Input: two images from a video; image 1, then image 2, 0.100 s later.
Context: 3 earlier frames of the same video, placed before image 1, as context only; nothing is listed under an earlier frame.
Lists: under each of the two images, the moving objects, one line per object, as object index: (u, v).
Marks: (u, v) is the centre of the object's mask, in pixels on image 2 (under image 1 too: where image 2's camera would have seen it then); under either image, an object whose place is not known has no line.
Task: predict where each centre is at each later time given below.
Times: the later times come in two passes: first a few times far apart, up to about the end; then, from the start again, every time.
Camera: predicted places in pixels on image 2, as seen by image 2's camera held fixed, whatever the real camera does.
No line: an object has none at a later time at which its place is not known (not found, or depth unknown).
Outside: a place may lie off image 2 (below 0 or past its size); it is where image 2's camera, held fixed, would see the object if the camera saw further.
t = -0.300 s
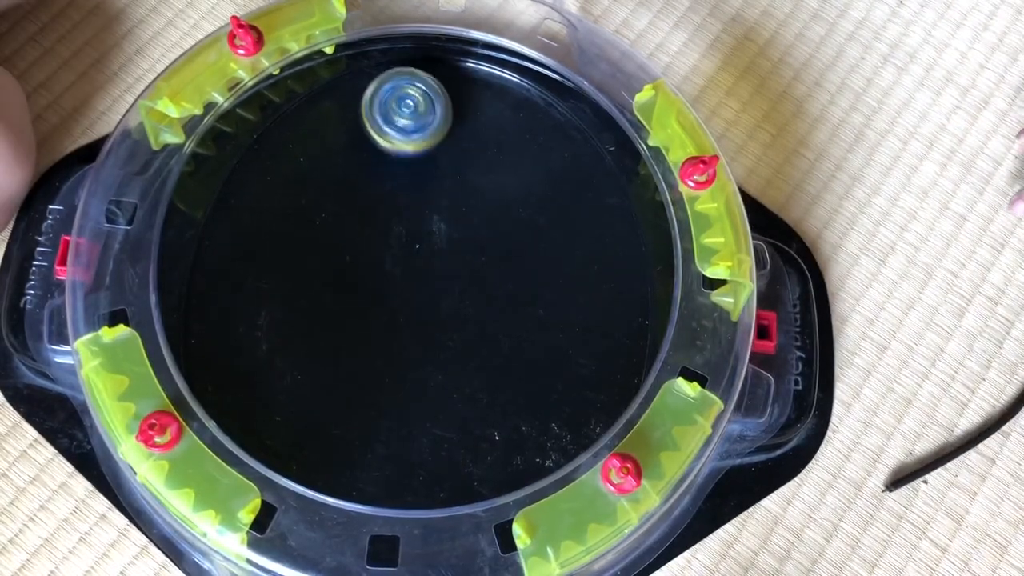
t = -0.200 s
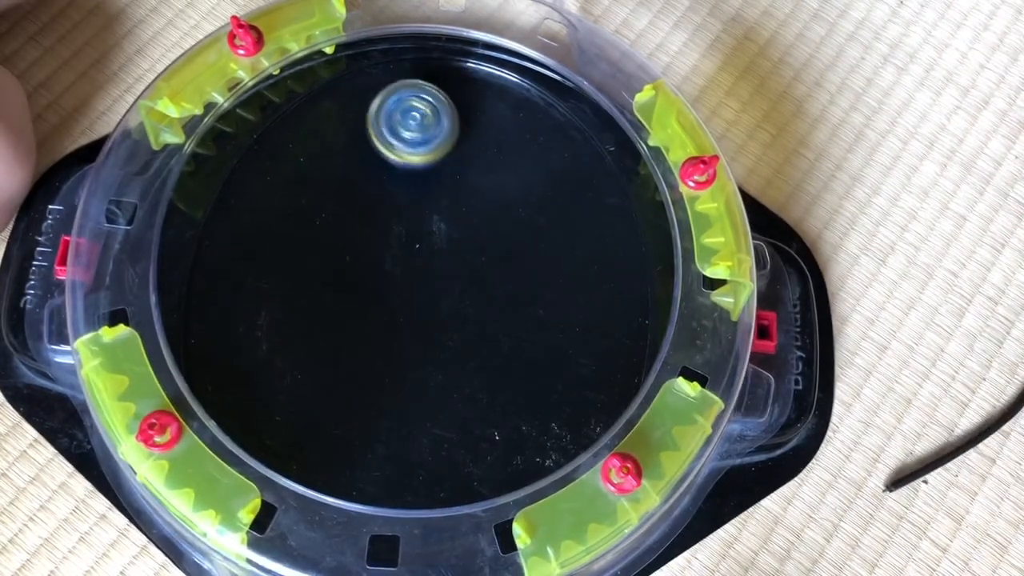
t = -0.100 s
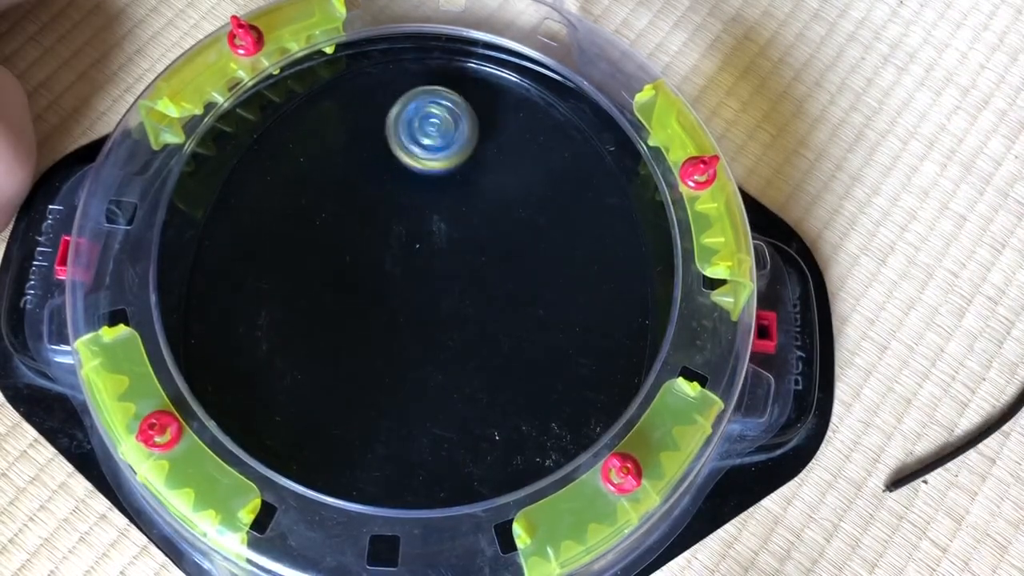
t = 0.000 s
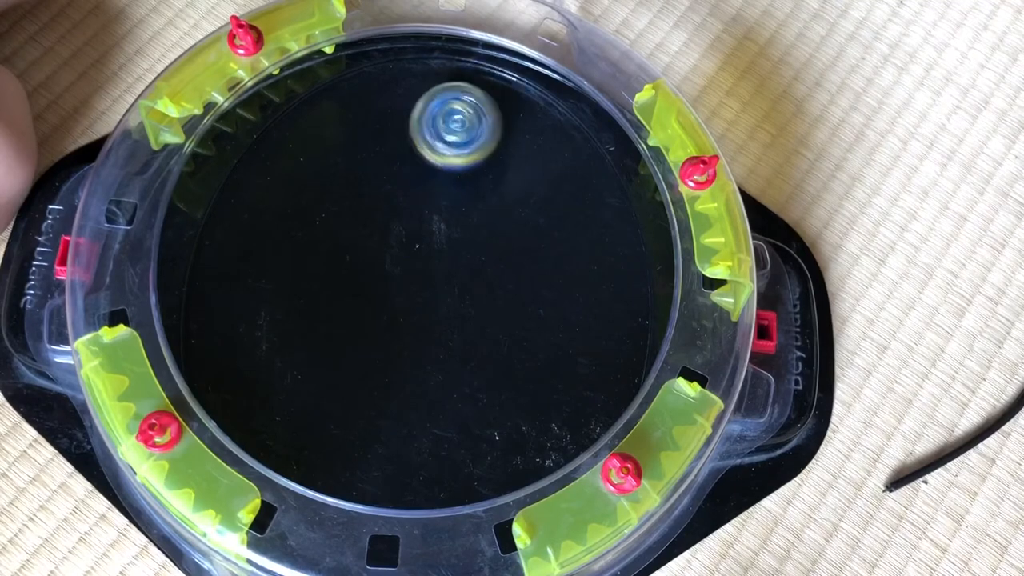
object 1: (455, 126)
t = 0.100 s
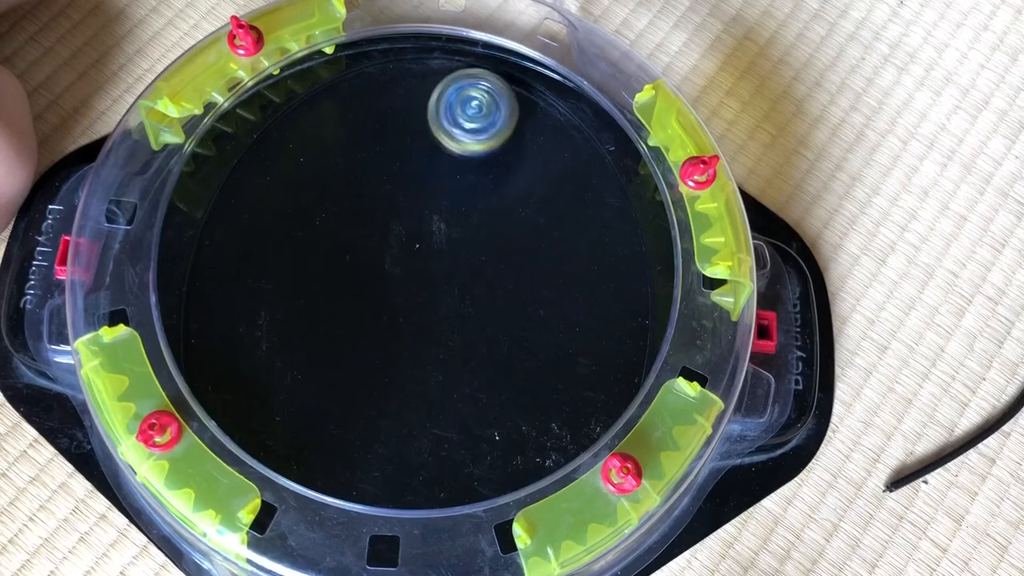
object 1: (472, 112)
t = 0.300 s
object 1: (442, 96)
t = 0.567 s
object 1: (435, 158)
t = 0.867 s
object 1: (494, 185)
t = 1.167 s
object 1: (474, 136)
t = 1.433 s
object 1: (401, 138)
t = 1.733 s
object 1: (380, 196)
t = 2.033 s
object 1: (450, 191)
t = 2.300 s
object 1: (467, 108)
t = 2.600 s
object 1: (406, 113)
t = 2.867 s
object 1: (445, 156)
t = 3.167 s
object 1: (488, 124)
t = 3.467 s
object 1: (414, 118)
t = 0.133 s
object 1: (474, 107)
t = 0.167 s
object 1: (473, 102)
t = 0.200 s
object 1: (468, 98)
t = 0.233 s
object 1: (462, 96)
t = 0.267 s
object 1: (453, 95)
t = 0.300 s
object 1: (442, 96)
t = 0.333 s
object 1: (434, 100)
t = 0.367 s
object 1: (426, 108)
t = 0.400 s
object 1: (422, 117)
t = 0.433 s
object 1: (422, 124)
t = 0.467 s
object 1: (423, 133)
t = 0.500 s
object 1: (426, 142)
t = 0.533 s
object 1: (429, 151)
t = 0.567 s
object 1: (435, 158)
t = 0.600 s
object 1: (442, 167)
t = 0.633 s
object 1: (449, 173)
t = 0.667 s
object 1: (456, 178)
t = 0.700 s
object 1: (464, 183)
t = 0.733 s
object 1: (471, 186)
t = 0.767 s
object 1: (477, 187)
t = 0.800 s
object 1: (483, 187)
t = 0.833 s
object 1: (489, 186)
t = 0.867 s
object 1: (494, 185)
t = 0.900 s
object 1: (497, 181)
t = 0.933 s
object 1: (500, 177)
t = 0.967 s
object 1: (501, 172)
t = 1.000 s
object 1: (501, 167)
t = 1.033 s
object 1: (499, 160)
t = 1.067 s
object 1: (496, 153)
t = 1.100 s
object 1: (490, 147)
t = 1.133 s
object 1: (483, 141)
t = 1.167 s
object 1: (474, 136)
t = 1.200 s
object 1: (465, 131)
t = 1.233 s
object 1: (455, 128)
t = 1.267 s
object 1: (445, 126)
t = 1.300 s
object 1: (435, 126)
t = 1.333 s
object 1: (426, 127)
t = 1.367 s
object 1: (417, 129)
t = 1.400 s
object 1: (409, 133)
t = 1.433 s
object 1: (401, 138)
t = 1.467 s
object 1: (395, 143)
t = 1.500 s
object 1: (389, 149)
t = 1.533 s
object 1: (384, 156)
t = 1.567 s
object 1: (380, 163)
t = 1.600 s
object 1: (377, 170)
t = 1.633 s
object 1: (376, 176)
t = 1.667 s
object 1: (376, 183)
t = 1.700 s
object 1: (378, 190)
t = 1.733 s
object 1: (380, 196)
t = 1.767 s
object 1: (385, 201)
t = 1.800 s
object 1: (392, 205)
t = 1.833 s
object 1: (399, 208)
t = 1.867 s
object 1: (407, 209)
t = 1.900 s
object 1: (415, 209)
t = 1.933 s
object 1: (424, 207)
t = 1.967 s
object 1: (434, 203)
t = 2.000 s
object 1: (442, 198)
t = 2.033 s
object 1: (450, 191)
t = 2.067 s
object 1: (456, 183)
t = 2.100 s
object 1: (461, 174)
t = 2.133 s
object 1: (466, 163)
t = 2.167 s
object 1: (470, 153)
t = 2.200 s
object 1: (472, 142)
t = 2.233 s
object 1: (472, 131)
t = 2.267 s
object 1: (471, 120)
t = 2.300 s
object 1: (467, 108)
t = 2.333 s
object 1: (463, 99)
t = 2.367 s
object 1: (456, 92)
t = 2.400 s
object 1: (449, 89)
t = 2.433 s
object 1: (440, 89)
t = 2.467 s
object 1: (431, 91)
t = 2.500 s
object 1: (423, 95)
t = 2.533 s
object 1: (415, 99)
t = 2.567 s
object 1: (409, 105)
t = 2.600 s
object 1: (406, 113)
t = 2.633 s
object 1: (405, 121)
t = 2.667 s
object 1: (406, 128)
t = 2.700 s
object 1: (409, 135)
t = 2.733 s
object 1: (414, 141)
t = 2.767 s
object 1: (421, 146)
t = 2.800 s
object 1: (429, 150)
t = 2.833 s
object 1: (437, 154)
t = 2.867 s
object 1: (445, 156)
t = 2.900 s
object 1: (453, 156)
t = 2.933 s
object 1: (461, 155)
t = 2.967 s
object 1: (469, 153)
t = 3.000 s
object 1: (477, 151)
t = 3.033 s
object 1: (482, 147)
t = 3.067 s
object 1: (486, 143)
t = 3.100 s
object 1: (489, 137)
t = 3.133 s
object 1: (489, 131)
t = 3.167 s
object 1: (488, 124)
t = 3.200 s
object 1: (486, 117)
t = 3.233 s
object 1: (481, 111)
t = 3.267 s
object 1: (474, 105)
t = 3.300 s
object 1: (463, 102)
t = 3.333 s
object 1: (452, 101)
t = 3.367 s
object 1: (439, 102)
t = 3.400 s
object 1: (428, 106)
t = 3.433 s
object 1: (420, 112)
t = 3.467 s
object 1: (414, 118)
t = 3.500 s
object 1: (409, 125)
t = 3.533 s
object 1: (406, 135)
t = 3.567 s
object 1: (404, 144)
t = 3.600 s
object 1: (403, 154)
